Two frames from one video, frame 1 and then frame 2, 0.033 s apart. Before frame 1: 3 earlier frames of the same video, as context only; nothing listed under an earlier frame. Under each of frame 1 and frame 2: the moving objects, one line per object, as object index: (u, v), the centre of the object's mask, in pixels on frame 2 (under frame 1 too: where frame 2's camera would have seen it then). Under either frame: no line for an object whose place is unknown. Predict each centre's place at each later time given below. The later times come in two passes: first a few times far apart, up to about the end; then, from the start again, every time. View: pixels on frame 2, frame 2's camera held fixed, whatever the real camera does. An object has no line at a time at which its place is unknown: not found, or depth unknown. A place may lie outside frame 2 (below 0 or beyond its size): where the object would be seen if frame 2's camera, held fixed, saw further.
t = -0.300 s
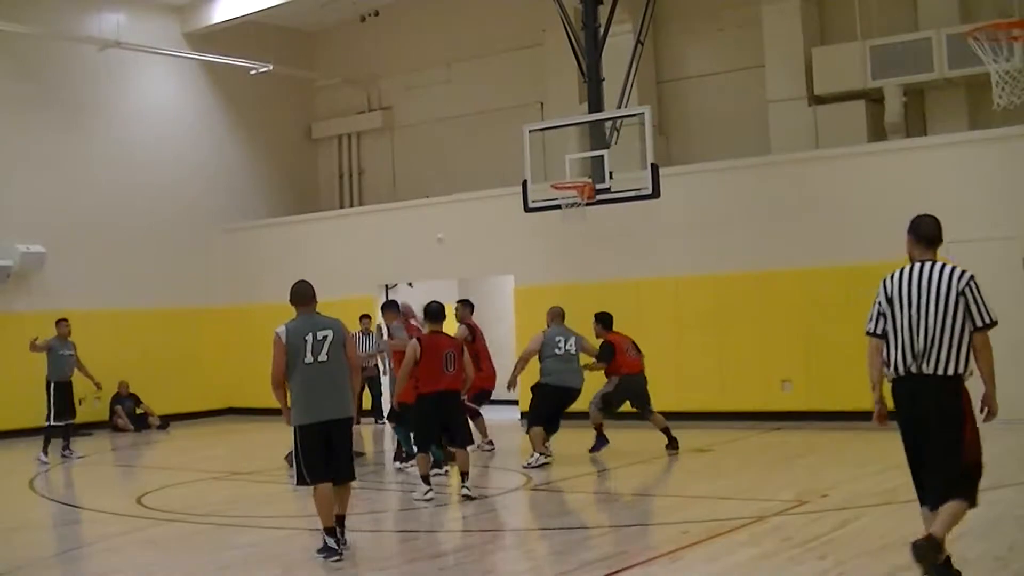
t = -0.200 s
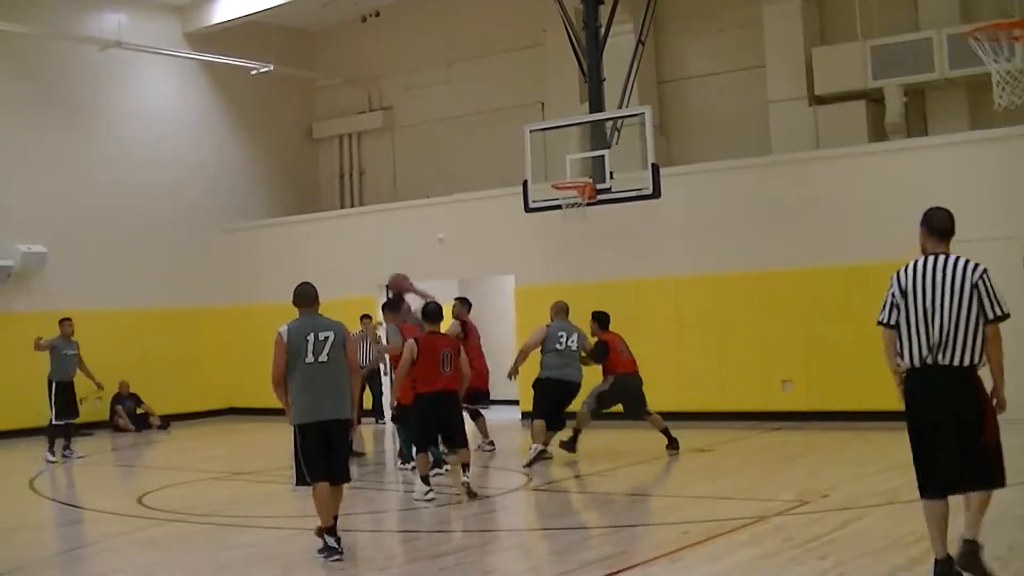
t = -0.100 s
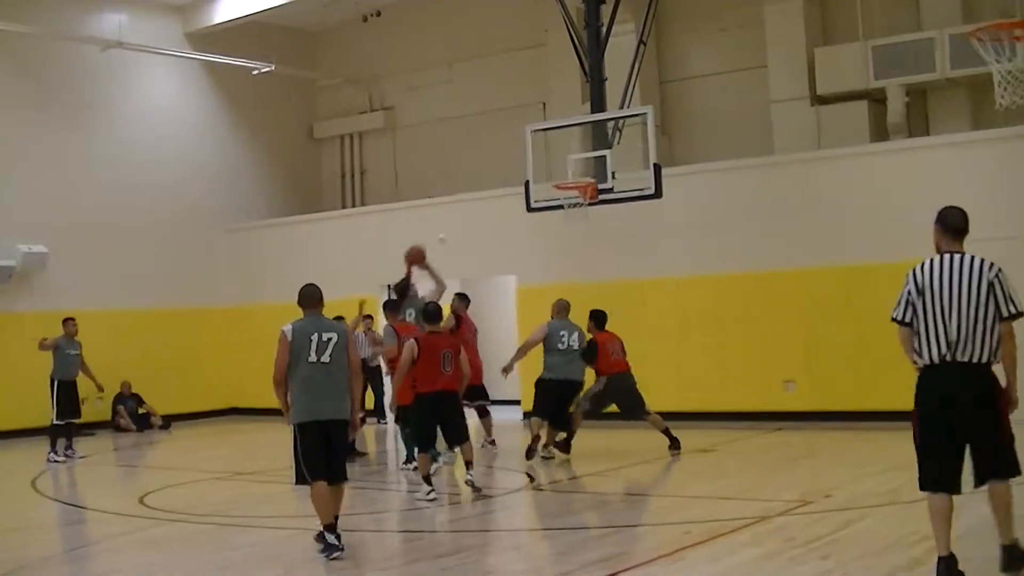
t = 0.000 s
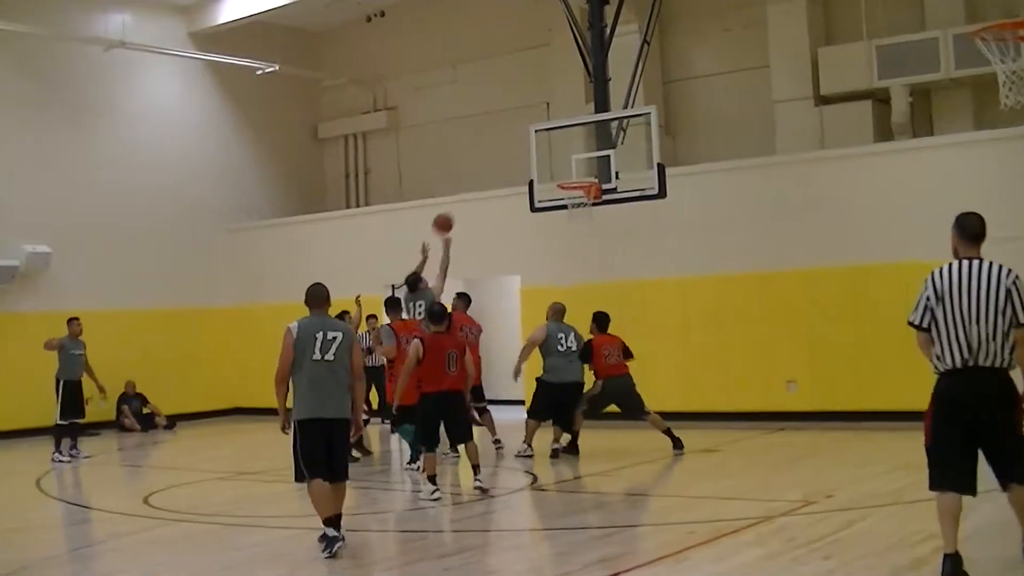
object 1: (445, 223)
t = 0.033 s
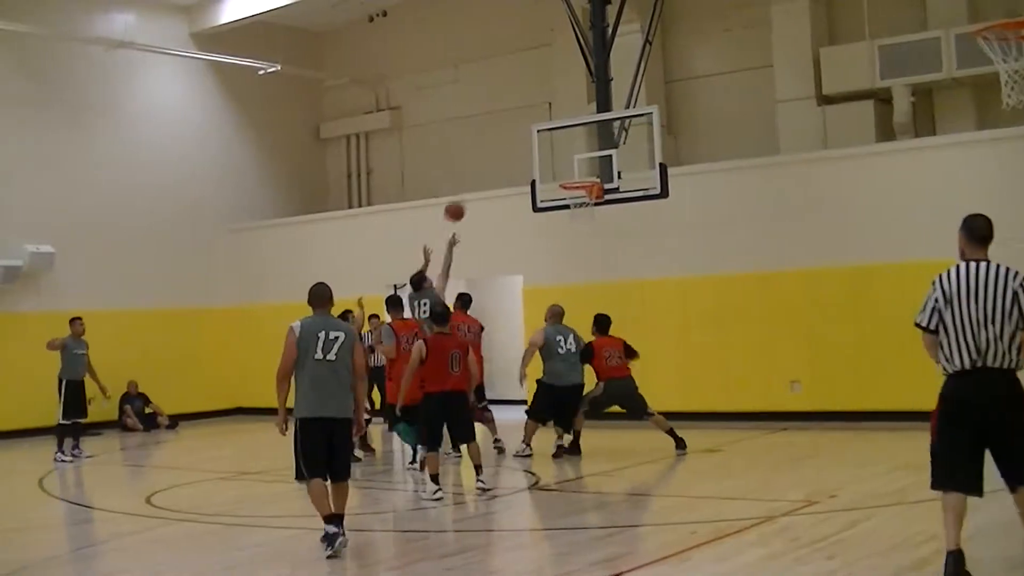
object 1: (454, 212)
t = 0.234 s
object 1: (508, 163)
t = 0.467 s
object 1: (569, 152)
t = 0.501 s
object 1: (579, 154)
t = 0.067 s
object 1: (463, 200)
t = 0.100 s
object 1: (472, 190)
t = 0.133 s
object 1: (481, 182)
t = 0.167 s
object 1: (490, 175)
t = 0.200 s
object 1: (500, 169)
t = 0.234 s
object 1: (508, 163)
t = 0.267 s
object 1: (518, 158)
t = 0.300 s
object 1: (526, 155)
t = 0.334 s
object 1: (535, 152)
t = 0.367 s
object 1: (544, 151)
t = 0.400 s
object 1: (553, 151)
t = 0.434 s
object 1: (561, 151)
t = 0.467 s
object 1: (569, 152)
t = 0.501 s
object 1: (579, 154)
